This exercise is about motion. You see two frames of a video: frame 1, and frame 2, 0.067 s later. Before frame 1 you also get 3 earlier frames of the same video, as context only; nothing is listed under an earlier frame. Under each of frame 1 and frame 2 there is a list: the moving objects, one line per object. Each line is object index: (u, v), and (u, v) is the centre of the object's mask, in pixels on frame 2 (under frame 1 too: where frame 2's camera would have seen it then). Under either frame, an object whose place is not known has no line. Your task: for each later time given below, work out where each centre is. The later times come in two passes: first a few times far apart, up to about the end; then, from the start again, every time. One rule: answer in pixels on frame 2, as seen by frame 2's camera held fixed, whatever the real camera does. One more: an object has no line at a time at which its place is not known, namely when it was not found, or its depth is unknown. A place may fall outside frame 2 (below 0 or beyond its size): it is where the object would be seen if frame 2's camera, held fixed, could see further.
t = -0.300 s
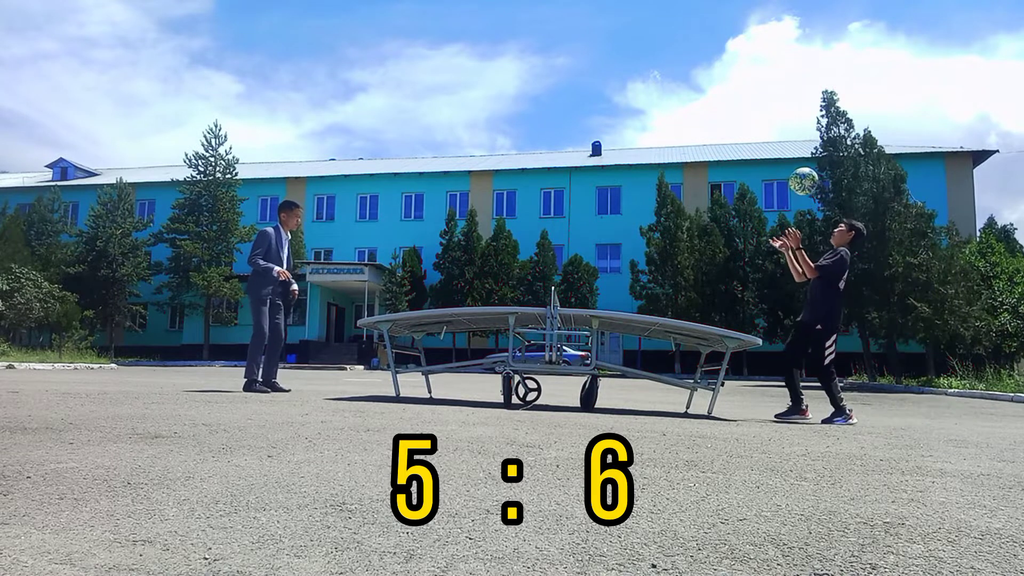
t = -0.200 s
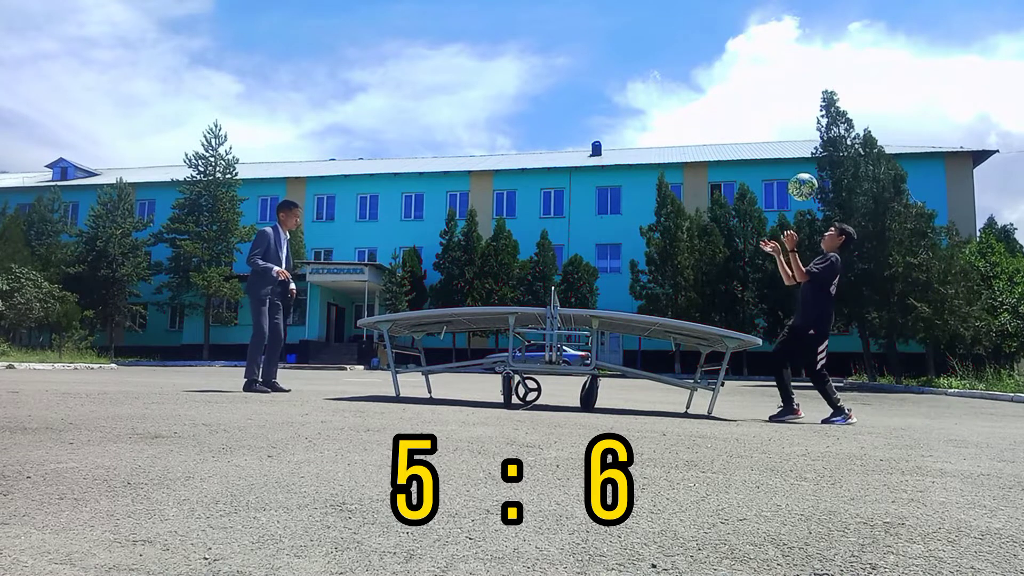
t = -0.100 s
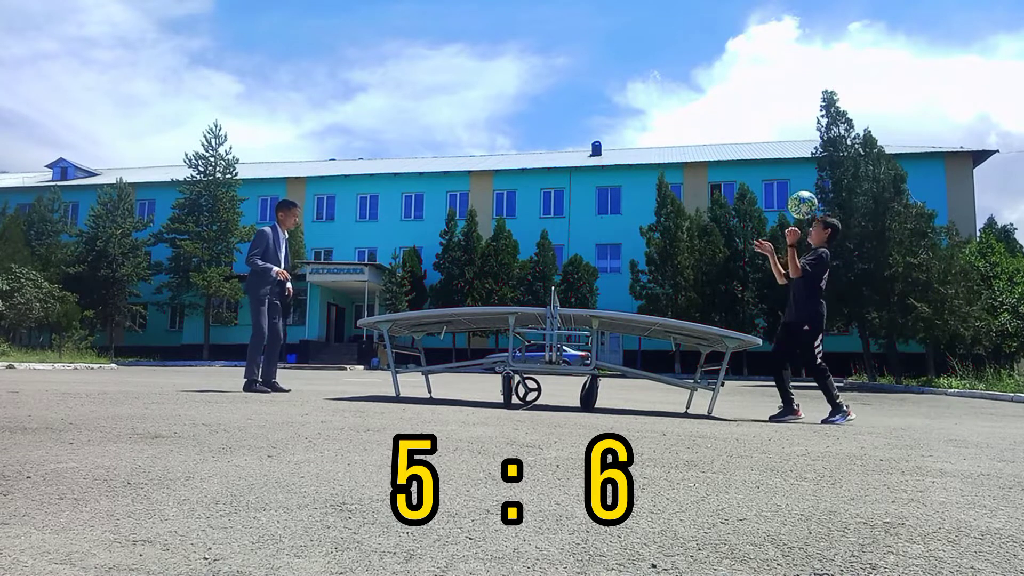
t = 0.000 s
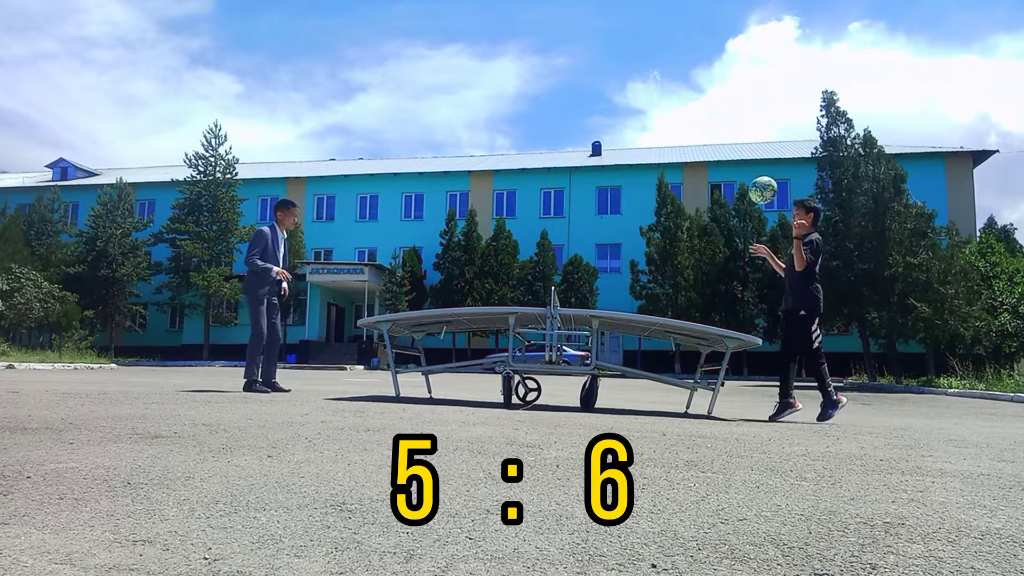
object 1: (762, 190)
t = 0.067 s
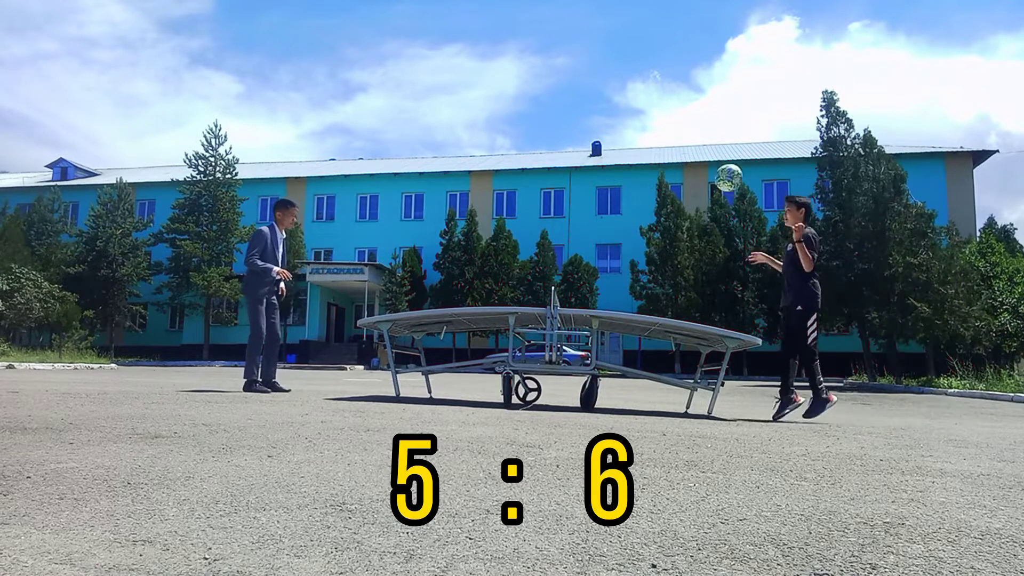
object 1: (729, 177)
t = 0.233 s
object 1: (645, 170)
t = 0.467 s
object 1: (531, 214)
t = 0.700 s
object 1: (423, 296)
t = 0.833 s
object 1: (375, 260)
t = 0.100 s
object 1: (711, 174)
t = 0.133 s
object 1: (694, 171)
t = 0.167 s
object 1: (677, 170)
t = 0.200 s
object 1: (661, 169)
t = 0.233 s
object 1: (645, 170)
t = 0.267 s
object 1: (628, 173)
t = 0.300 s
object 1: (612, 176)
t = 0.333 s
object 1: (596, 181)
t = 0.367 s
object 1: (579, 188)
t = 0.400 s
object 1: (563, 195)
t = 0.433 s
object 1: (547, 204)
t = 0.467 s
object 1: (531, 214)
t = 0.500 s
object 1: (515, 225)
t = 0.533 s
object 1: (499, 238)
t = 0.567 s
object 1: (484, 252)
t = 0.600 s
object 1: (468, 267)
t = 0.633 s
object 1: (452, 283)
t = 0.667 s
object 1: (435, 299)
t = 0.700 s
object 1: (423, 296)
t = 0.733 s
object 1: (411, 285)
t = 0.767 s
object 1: (399, 276)
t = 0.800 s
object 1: (387, 267)
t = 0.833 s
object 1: (375, 260)
